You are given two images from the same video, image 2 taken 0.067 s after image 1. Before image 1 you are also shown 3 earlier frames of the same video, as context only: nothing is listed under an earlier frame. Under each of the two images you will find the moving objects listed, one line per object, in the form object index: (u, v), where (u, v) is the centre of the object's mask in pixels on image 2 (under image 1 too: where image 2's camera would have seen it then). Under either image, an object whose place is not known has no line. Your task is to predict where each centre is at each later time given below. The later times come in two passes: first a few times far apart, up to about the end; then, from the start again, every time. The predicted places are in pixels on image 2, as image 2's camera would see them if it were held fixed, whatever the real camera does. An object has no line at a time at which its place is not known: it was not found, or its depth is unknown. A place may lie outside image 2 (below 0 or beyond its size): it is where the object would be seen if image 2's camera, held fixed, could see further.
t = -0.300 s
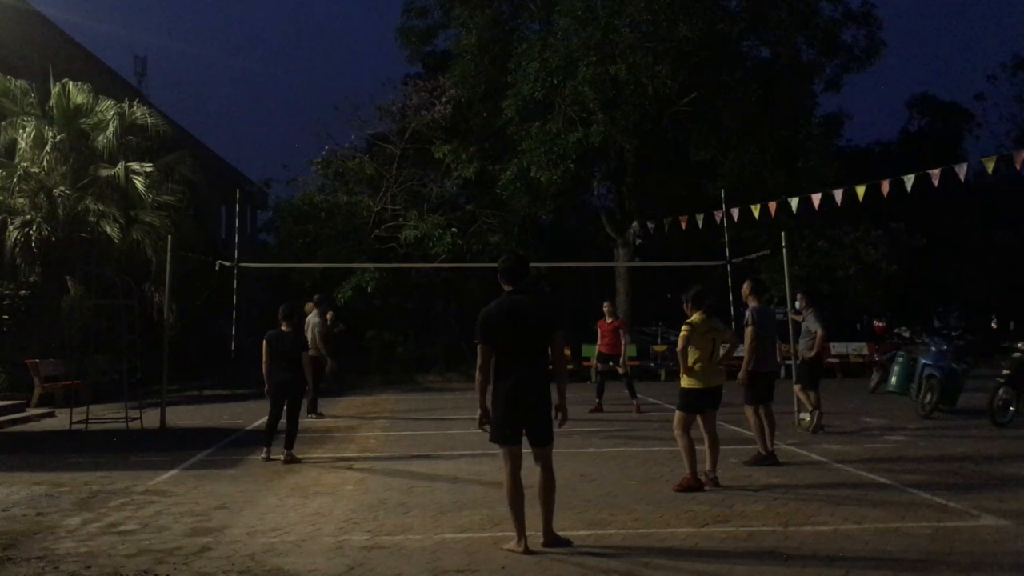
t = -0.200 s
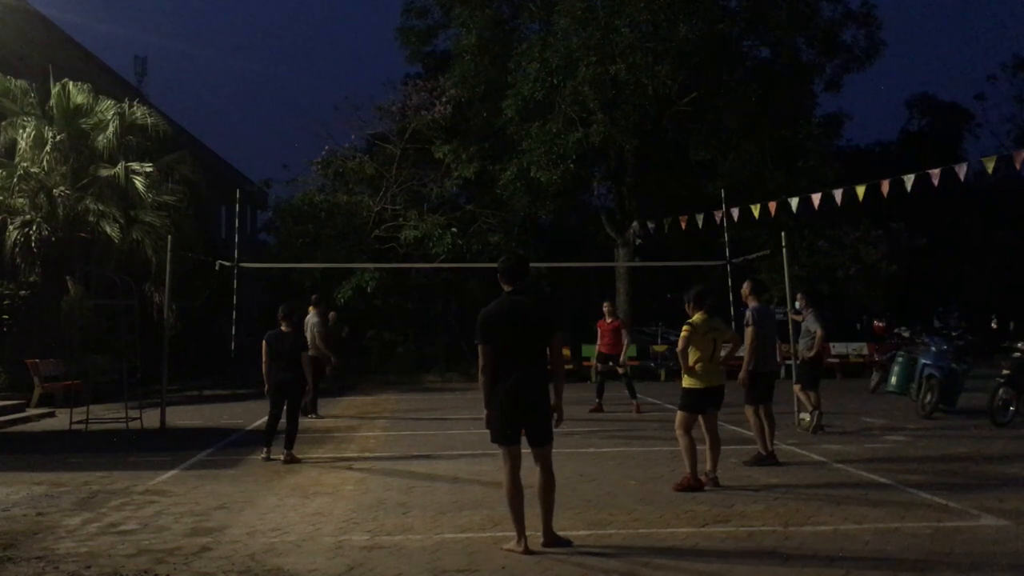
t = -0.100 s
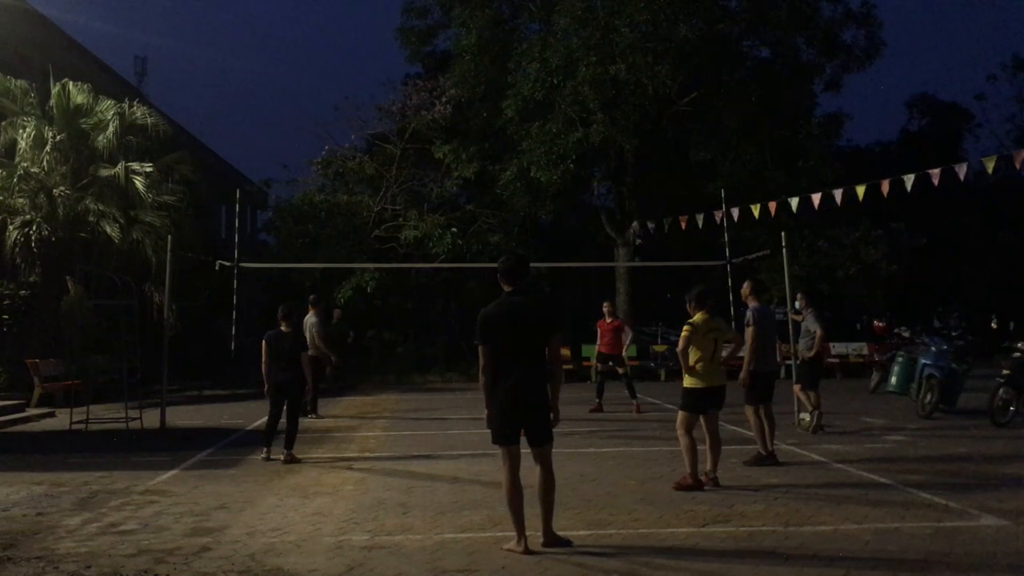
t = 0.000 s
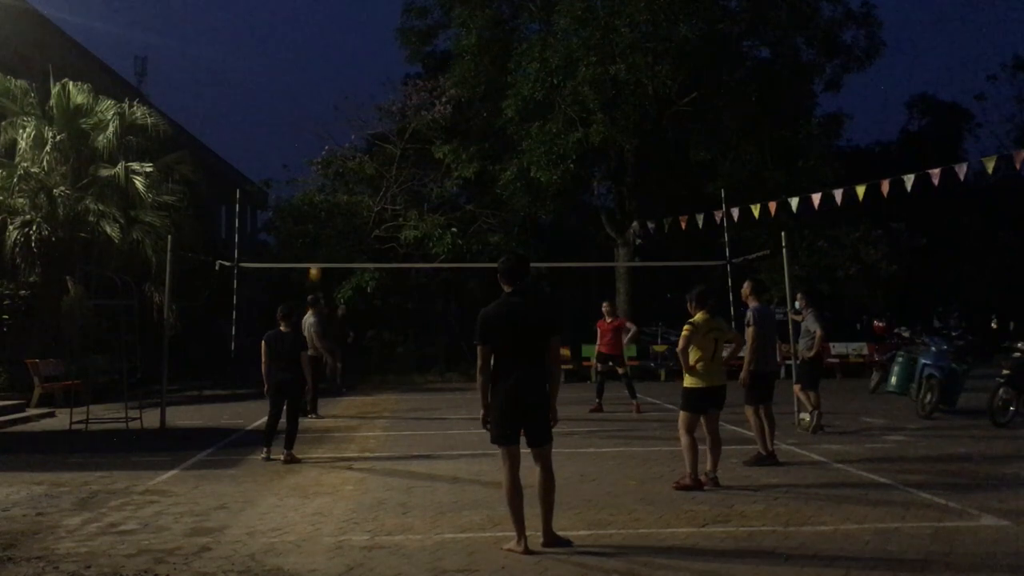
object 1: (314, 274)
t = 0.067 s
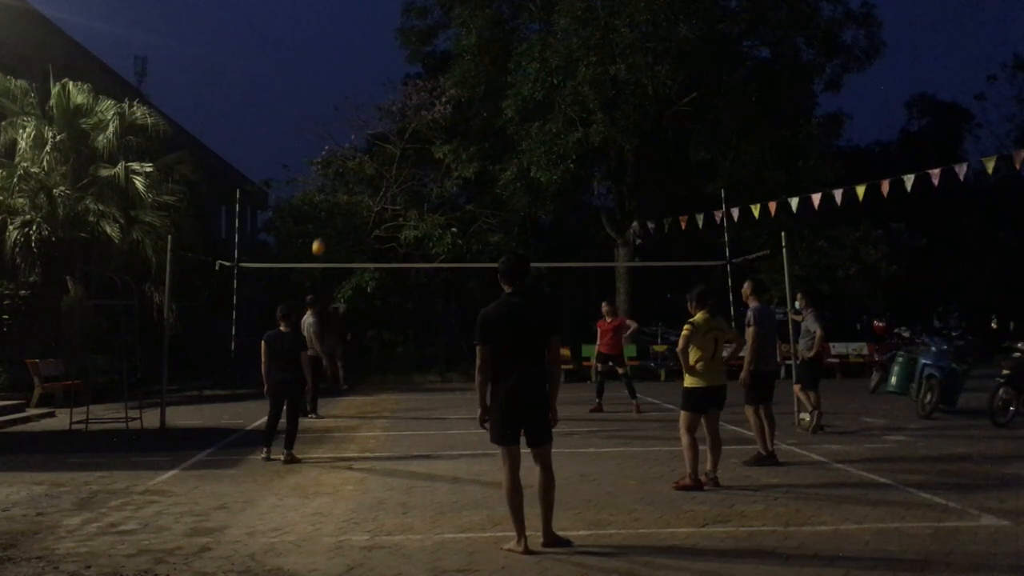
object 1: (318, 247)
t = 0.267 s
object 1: (326, 176)
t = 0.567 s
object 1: (335, 105)
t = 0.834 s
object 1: (341, 88)
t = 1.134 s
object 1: (347, 142)
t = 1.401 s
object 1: (348, 284)
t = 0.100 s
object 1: (319, 234)
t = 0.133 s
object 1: (320, 222)
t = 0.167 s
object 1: (322, 210)
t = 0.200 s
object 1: (323, 198)
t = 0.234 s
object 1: (324, 186)
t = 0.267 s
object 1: (326, 176)
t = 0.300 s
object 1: (327, 165)
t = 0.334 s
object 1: (328, 156)
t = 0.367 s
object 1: (329, 146)
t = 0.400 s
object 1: (330, 138)
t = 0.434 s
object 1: (331, 130)
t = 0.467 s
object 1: (332, 123)
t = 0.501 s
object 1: (333, 116)
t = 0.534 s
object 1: (334, 110)
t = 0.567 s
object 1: (335, 105)
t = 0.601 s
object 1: (336, 100)
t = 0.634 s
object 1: (337, 96)
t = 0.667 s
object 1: (338, 93)
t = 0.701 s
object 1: (338, 90)
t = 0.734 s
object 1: (340, 89)
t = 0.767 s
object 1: (340, 88)
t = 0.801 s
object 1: (341, 88)
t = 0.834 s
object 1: (341, 88)
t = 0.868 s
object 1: (343, 90)
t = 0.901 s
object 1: (343, 92)
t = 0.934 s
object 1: (344, 96)
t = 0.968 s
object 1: (344, 100)
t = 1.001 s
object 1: (345, 107)
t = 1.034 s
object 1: (345, 114)
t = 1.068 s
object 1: (345, 122)
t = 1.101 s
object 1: (346, 132)
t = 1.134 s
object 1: (347, 142)
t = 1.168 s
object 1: (347, 155)
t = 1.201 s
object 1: (347, 168)
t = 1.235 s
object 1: (347, 182)
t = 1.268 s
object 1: (348, 200)
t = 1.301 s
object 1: (347, 218)
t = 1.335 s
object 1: (348, 238)
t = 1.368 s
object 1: (347, 260)
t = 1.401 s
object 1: (348, 284)
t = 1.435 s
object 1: (348, 309)
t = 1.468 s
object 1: (348, 337)
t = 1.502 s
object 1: (347, 367)
